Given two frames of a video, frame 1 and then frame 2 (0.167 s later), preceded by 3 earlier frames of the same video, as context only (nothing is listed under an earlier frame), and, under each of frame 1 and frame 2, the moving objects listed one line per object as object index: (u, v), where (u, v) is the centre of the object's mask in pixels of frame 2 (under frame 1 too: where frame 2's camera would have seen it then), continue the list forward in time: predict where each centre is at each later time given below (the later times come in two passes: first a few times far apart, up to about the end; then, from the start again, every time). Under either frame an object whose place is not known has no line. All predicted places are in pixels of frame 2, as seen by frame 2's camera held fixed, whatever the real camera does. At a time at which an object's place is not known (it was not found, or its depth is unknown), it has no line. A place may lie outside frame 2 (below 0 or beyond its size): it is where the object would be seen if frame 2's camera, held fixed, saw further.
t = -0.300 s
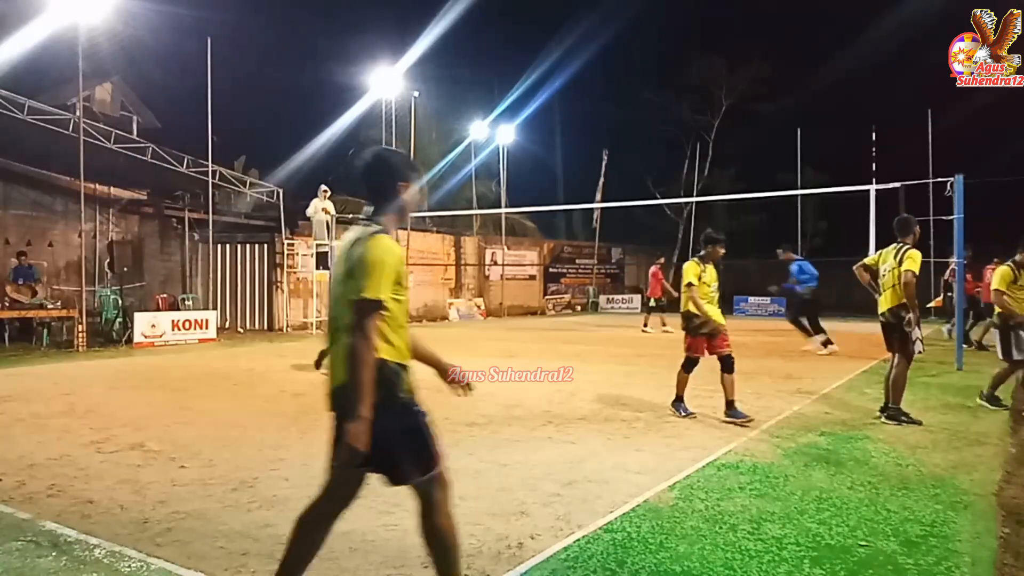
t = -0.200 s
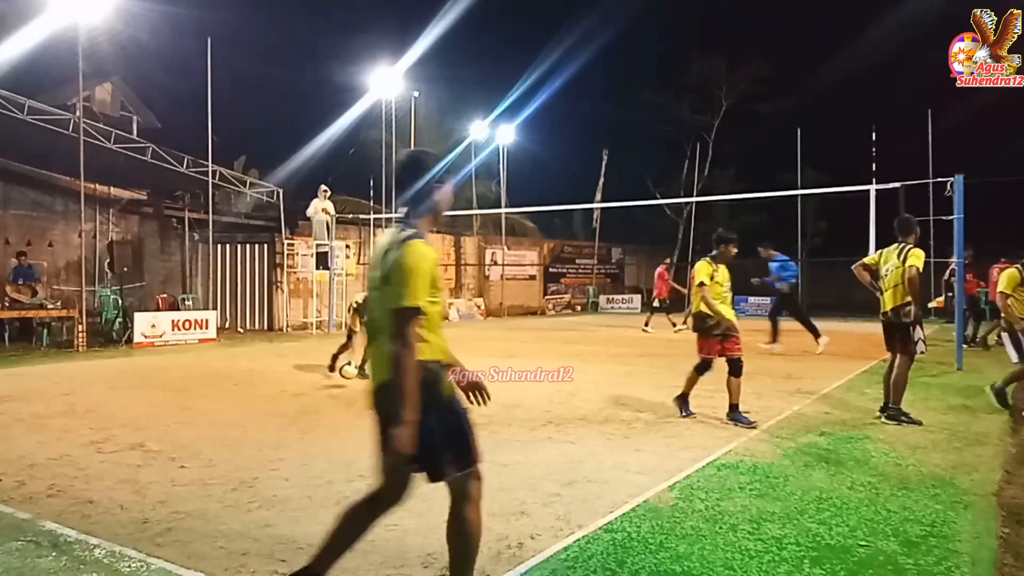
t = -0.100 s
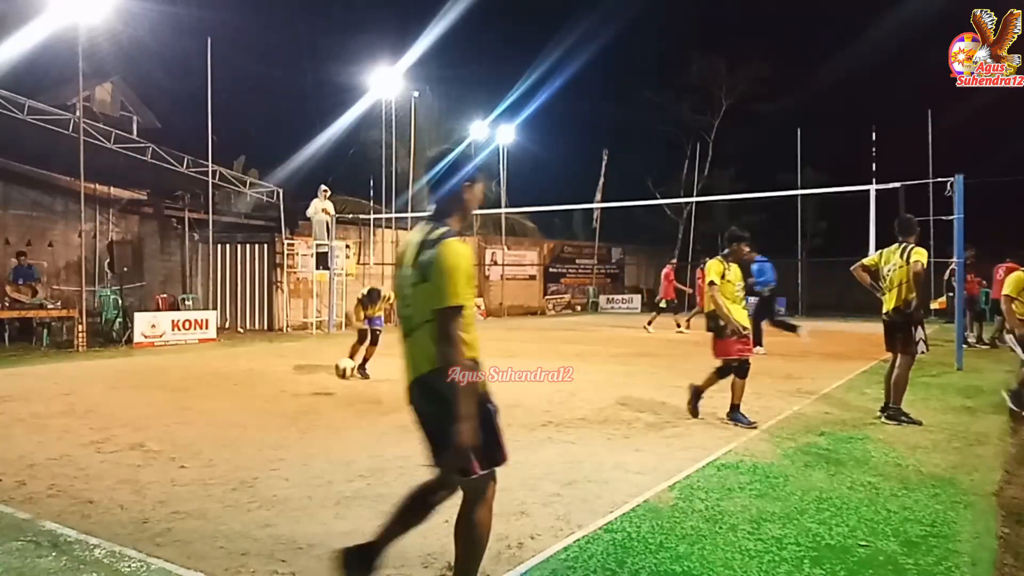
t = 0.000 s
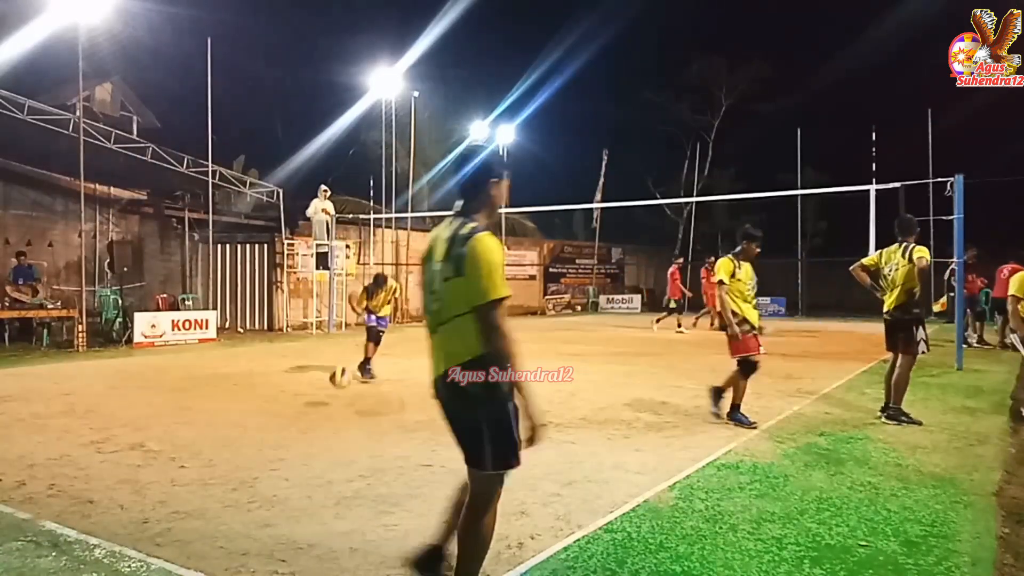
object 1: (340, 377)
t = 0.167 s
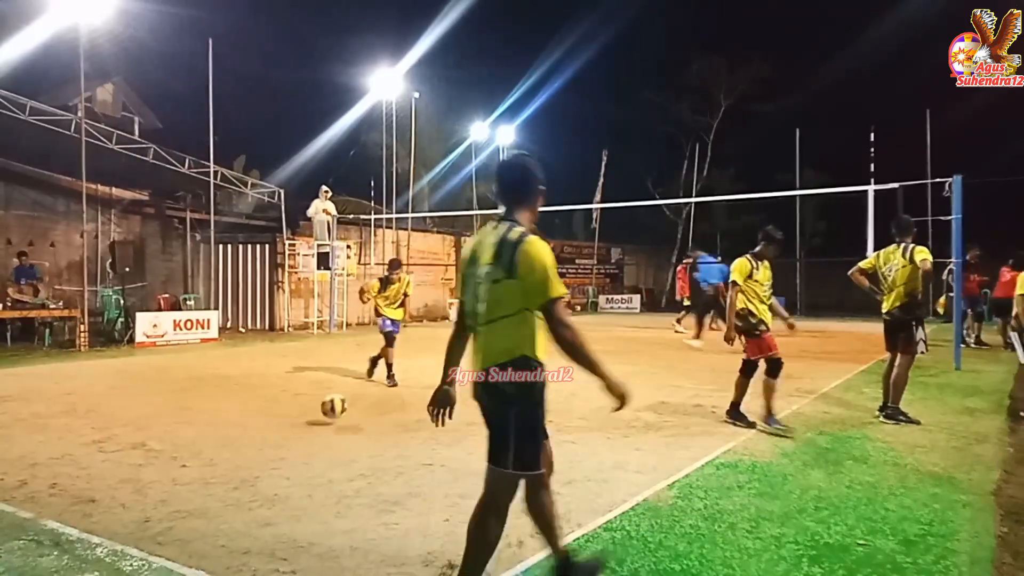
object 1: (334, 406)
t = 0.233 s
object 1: (332, 402)
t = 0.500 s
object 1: (320, 446)
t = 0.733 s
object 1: (311, 463)
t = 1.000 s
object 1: (296, 505)
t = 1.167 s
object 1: (282, 562)
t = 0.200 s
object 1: (333, 404)
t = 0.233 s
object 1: (332, 402)
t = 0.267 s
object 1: (331, 401)
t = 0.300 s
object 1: (330, 403)
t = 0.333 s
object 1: (328, 404)
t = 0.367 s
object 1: (327, 409)
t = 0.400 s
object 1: (325, 415)
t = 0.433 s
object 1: (325, 423)
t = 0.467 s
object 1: (323, 434)
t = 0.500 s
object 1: (320, 446)
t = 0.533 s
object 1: (319, 446)
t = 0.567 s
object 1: (319, 444)
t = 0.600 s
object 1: (318, 443)
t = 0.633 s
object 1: (317, 445)
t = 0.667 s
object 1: (315, 448)
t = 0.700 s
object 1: (314, 453)
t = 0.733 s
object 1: (311, 463)
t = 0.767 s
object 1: (311, 472)
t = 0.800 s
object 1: (310, 486)
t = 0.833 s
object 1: (306, 506)
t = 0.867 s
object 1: (305, 503)
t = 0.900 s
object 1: (302, 500)
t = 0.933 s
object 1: (301, 499)
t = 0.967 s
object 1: (298, 500)
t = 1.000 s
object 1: (296, 505)
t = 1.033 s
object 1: (292, 512)
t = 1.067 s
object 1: (290, 521)
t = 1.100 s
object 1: (285, 537)
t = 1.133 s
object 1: (284, 551)
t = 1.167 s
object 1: (282, 562)
